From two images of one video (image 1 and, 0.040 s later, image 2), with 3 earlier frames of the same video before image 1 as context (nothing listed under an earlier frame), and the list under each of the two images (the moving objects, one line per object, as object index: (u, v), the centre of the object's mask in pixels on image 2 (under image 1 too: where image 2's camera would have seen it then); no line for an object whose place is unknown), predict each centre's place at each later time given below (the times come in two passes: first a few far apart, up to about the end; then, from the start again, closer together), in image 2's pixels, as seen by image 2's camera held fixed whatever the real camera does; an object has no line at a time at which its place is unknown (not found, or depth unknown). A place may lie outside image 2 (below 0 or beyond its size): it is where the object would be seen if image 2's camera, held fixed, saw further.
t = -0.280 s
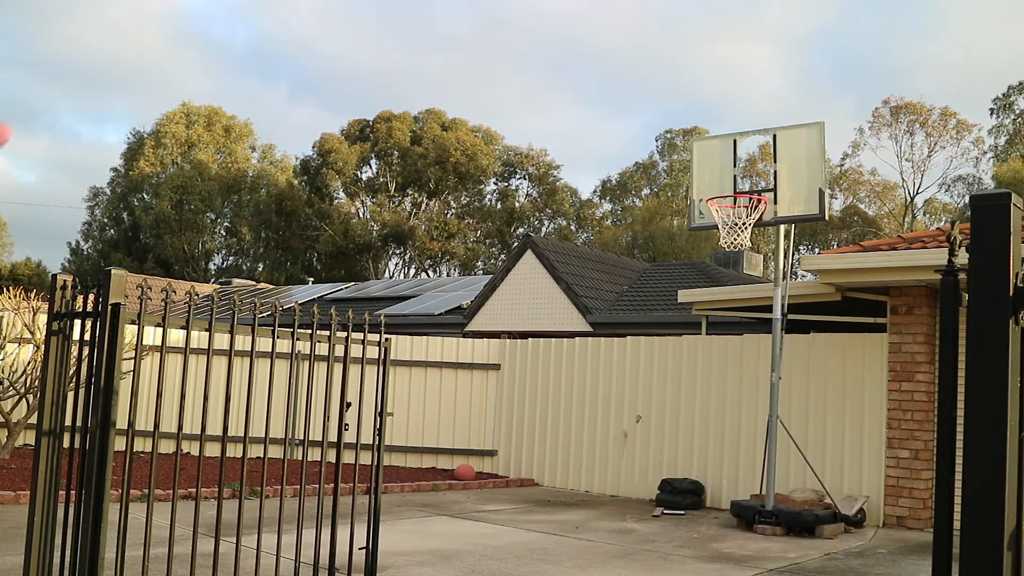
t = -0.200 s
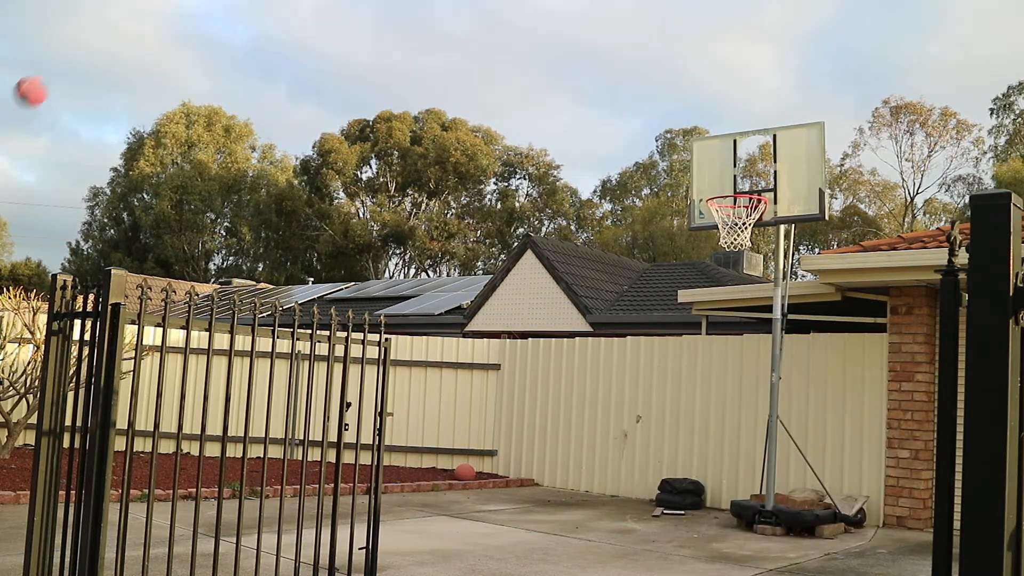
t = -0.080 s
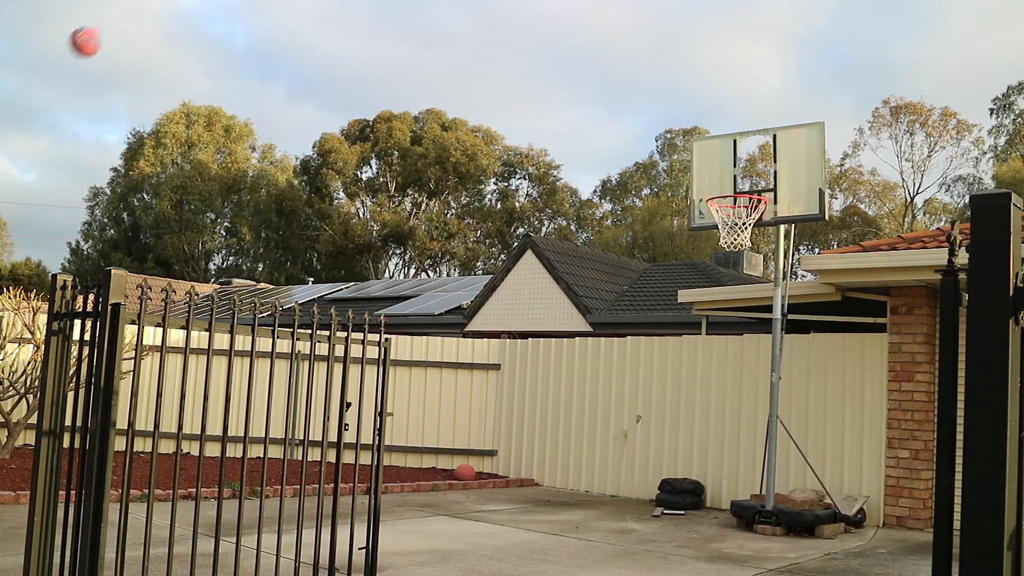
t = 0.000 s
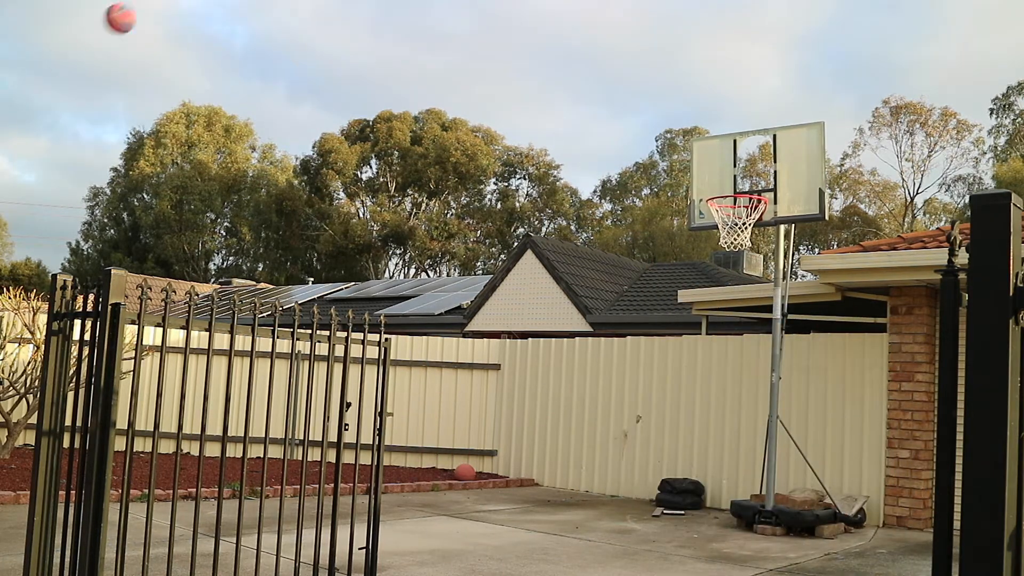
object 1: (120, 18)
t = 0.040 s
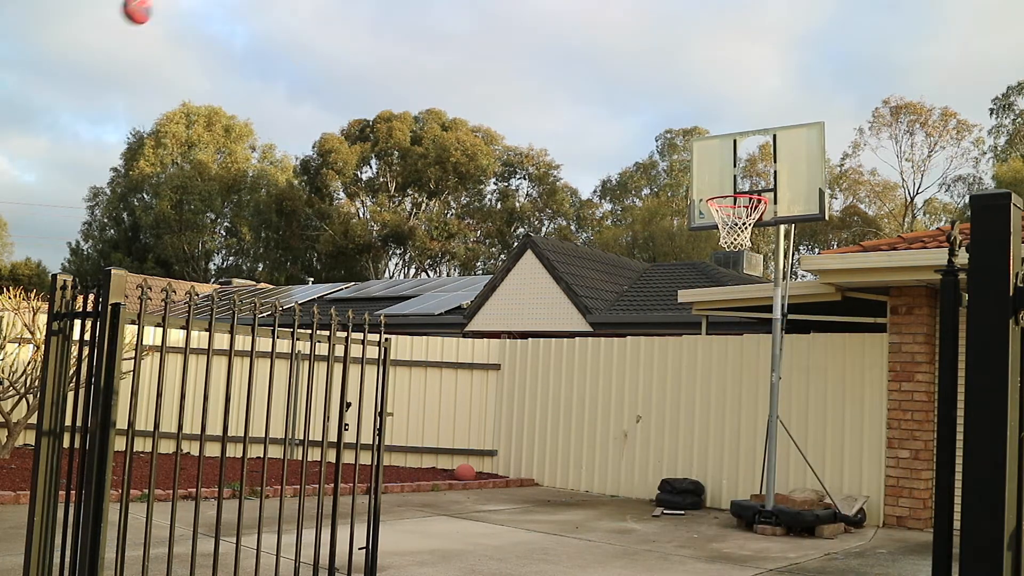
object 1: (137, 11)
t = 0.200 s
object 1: (202, 3)
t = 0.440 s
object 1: (289, 20)
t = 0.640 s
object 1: (359, 95)
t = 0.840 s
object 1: (427, 222)
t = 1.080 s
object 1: (505, 442)
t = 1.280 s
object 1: (545, 421)
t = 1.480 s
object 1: (567, 283)
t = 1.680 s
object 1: (585, 198)
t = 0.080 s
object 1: (154, 7)
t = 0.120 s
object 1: (170, 5)
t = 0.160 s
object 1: (186, 4)
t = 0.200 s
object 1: (202, 3)
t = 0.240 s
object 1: (216, 3)
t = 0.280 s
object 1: (231, 4)
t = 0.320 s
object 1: (246, 5)
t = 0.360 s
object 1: (261, 8)
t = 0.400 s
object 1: (275, 12)
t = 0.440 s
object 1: (289, 20)
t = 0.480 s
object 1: (304, 31)
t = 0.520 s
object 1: (317, 44)
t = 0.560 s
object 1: (331, 59)
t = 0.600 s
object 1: (345, 76)
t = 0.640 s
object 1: (359, 95)
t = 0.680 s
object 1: (374, 117)
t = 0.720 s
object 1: (387, 138)
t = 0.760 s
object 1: (400, 164)
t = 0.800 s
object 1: (414, 190)
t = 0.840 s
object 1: (427, 222)
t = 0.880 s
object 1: (441, 251)
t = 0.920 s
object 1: (454, 287)
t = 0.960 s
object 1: (466, 321)
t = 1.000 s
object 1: (480, 361)
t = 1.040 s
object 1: (492, 401)
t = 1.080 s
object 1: (505, 442)
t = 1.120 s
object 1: (519, 489)
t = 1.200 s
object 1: (536, 491)
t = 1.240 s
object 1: (540, 454)
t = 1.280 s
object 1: (545, 421)
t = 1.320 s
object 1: (550, 388)
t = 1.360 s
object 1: (554, 359)
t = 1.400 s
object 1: (558, 332)
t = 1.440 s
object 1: (563, 306)
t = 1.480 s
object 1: (567, 283)
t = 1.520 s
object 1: (571, 262)
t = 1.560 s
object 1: (574, 243)
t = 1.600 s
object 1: (578, 226)
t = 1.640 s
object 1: (581, 211)
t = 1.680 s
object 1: (585, 198)
